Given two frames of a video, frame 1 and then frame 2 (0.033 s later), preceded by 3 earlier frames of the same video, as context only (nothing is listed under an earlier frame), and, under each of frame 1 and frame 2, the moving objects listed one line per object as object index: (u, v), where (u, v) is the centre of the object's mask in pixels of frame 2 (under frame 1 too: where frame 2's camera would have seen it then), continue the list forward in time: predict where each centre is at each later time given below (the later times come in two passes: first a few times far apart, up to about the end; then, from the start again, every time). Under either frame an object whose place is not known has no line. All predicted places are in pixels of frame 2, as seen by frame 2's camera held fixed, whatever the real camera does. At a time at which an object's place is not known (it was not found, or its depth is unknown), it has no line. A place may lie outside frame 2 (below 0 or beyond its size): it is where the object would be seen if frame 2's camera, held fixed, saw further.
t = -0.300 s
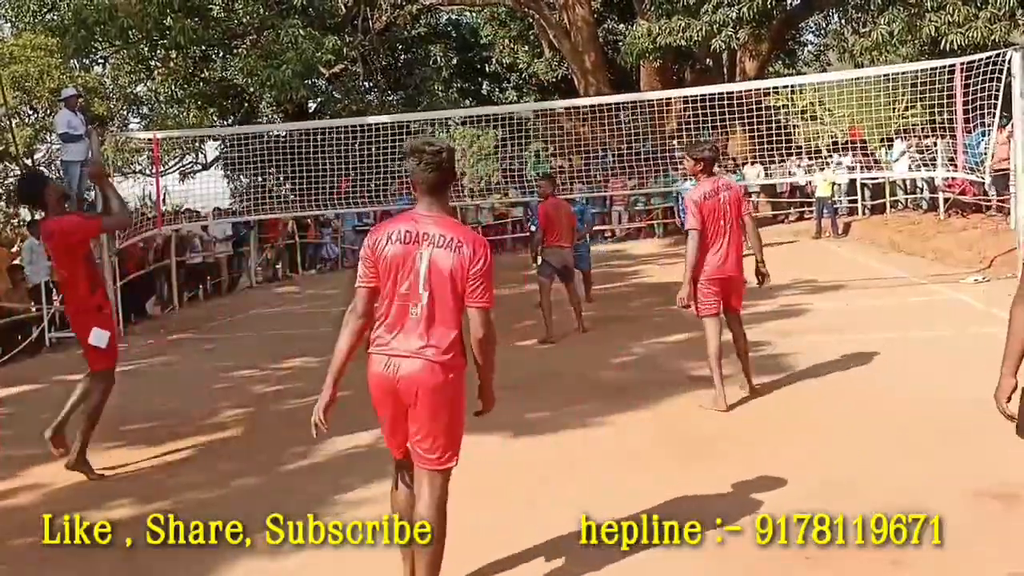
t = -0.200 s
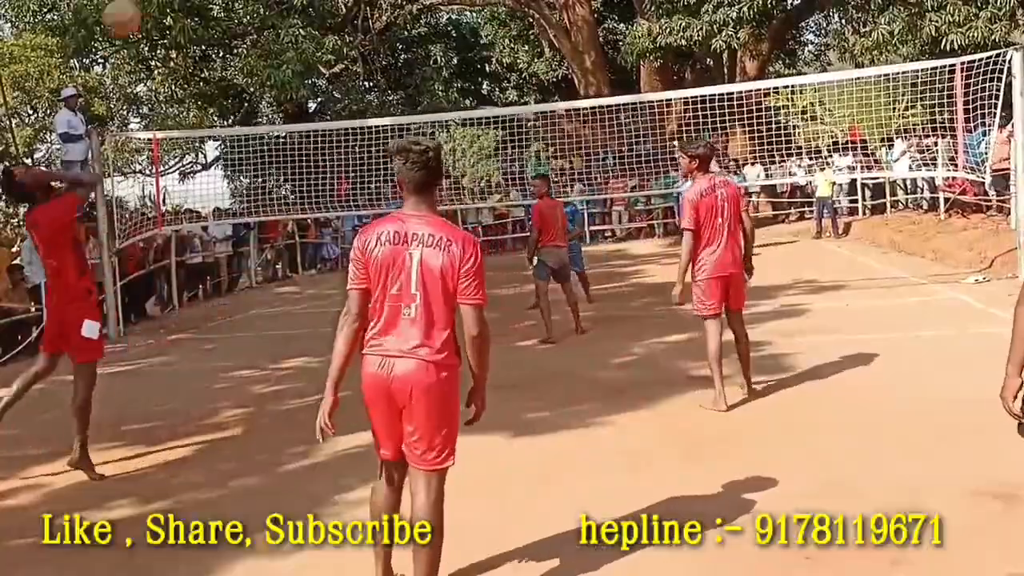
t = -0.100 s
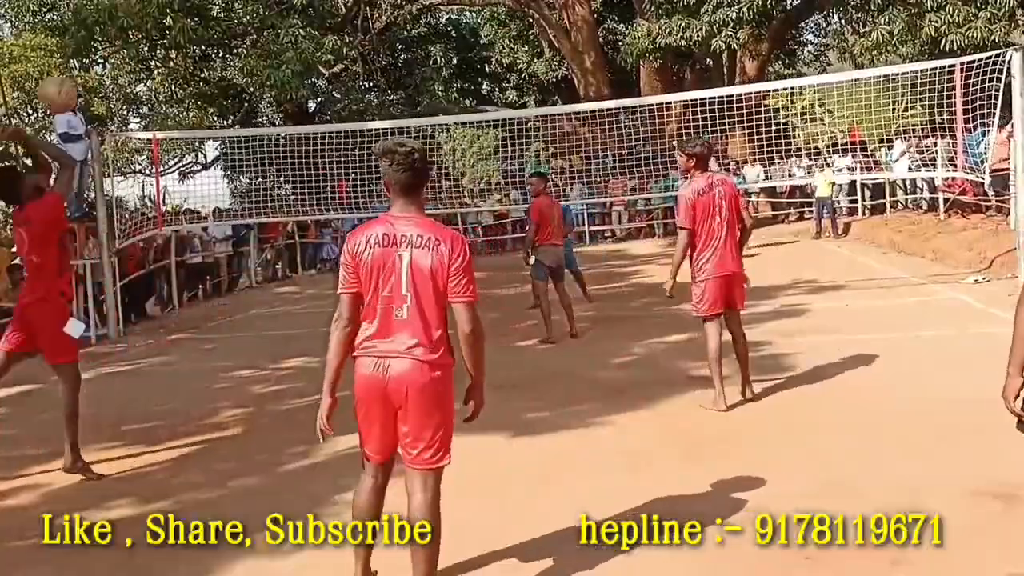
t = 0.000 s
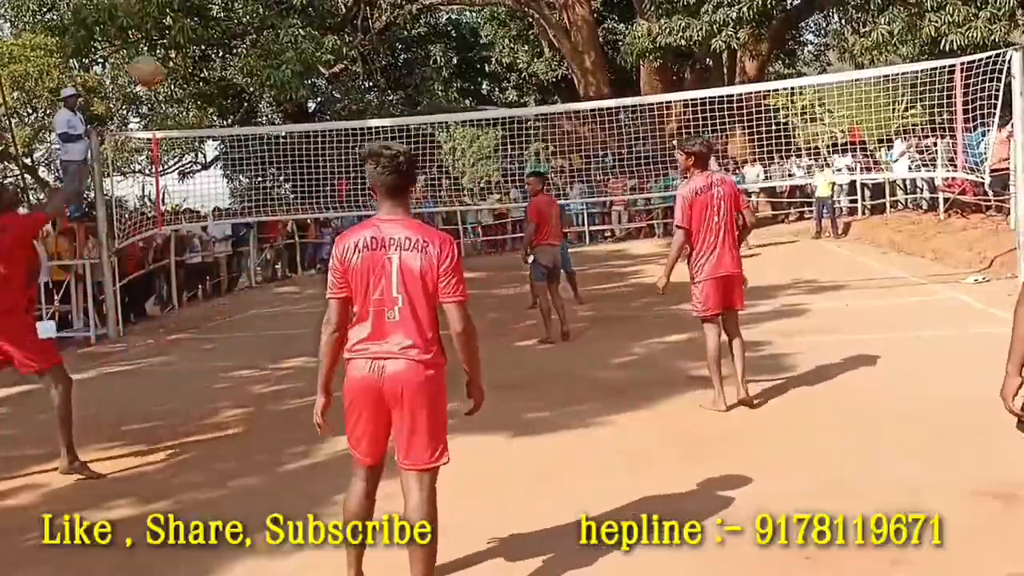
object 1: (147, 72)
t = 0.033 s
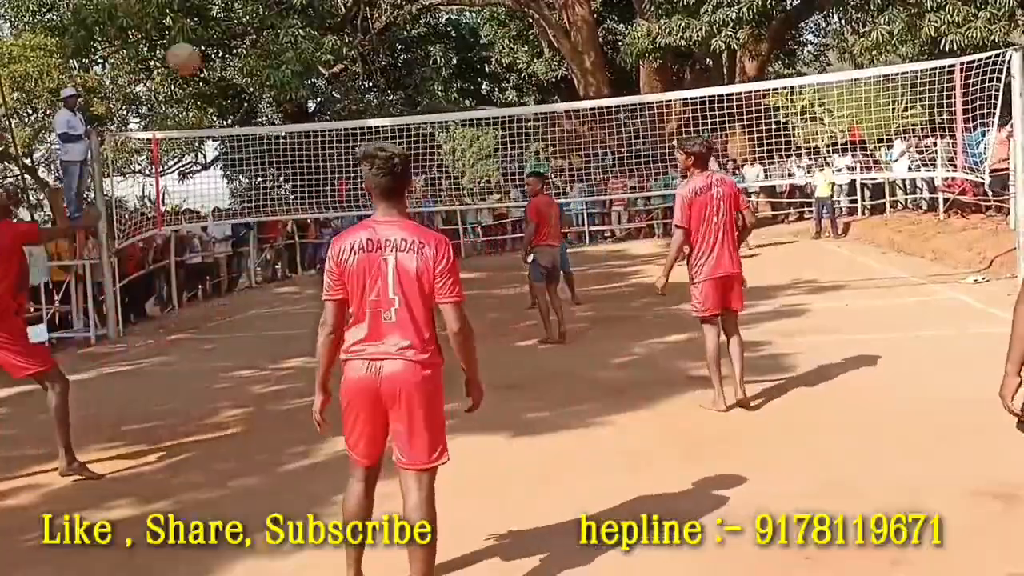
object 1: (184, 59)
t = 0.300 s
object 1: (393, 27)
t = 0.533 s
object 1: (497, 67)
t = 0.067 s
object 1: (217, 48)
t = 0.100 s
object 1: (249, 39)
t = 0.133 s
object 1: (279, 35)
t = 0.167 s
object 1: (305, 29)
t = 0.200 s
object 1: (329, 26)
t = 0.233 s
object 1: (353, 26)
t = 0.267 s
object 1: (373, 26)
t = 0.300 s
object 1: (393, 27)
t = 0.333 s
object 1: (412, 32)
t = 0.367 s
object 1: (429, 35)
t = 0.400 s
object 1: (445, 39)
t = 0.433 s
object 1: (459, 45)
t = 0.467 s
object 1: (473, 52)
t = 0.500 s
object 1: (484, 58)
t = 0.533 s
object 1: (497, 67)
